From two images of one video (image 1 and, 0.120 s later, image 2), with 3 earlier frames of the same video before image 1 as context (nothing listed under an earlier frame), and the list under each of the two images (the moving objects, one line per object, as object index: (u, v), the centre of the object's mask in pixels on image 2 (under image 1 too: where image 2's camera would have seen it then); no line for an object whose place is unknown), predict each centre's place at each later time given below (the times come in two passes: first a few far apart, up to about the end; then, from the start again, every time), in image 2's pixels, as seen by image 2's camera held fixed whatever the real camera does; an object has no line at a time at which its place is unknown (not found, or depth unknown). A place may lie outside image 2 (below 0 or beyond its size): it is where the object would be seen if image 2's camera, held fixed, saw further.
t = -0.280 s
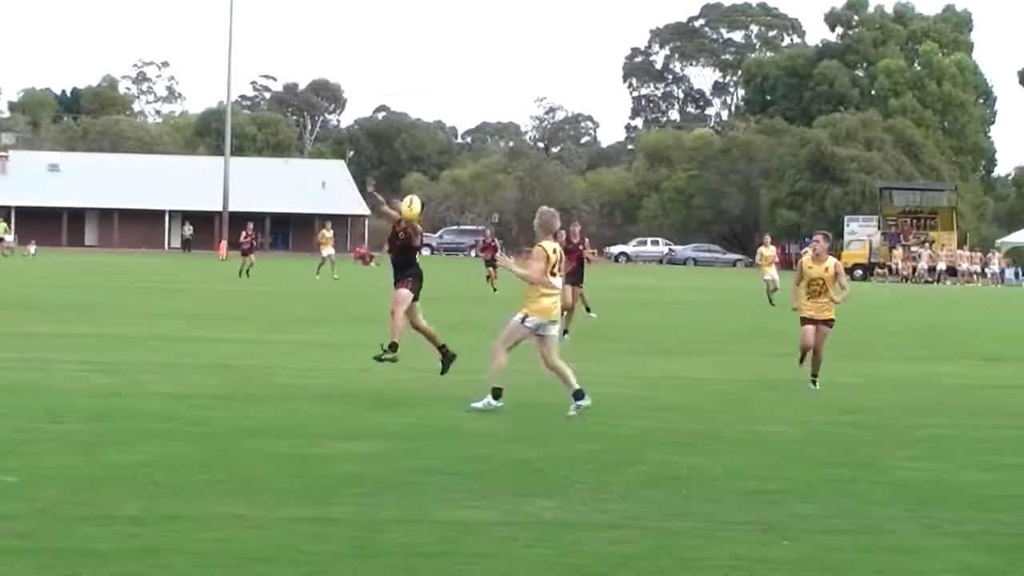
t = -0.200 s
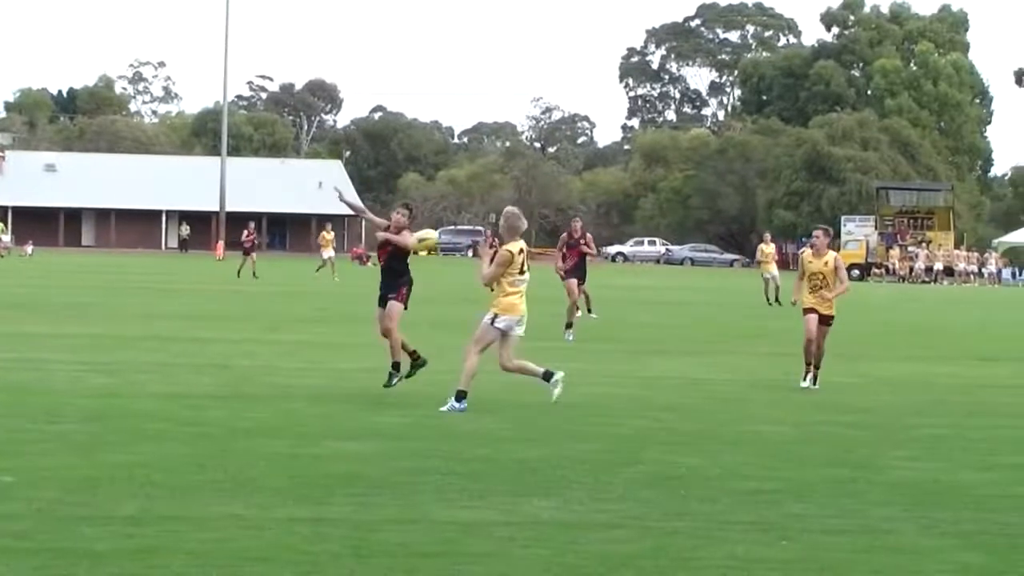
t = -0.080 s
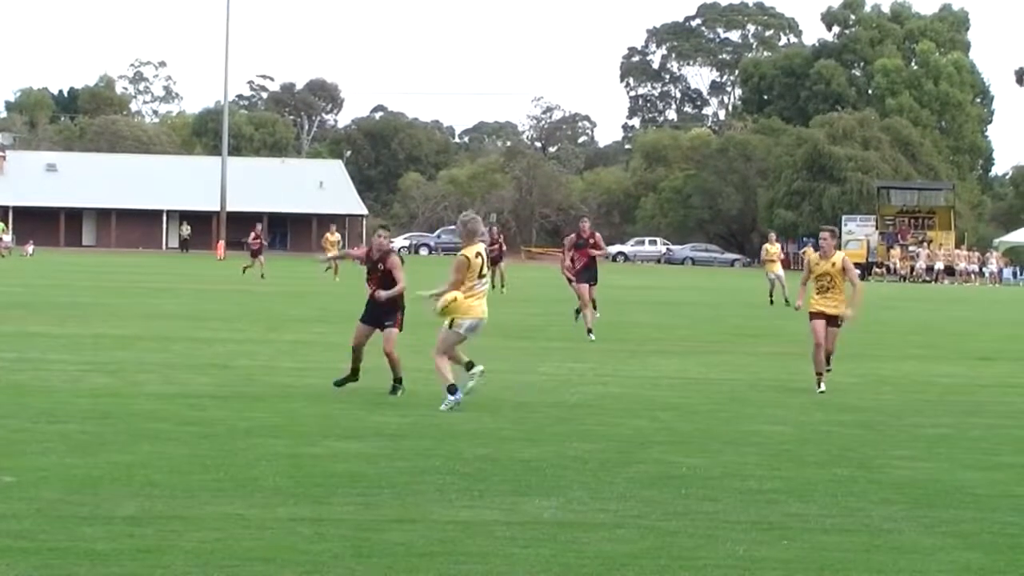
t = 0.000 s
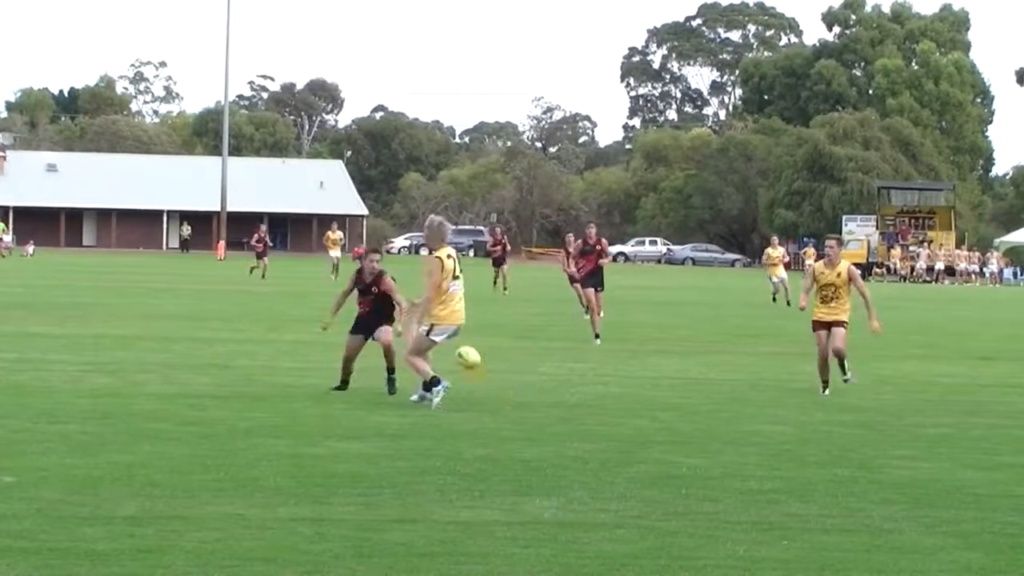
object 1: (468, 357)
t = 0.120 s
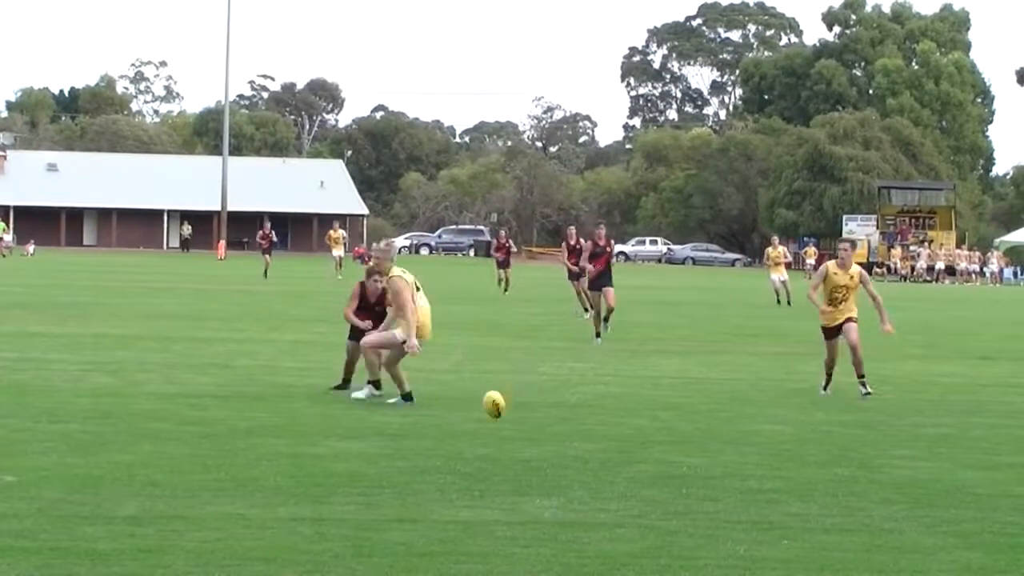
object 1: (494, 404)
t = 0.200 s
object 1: (509, 394)
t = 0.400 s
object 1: (547, 401)
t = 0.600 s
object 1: (588, 417)
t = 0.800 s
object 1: (629, 428)
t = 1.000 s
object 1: (662, 428)
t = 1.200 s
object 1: (684, 443)
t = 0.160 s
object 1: (502, 398)
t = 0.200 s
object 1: (509, 394)
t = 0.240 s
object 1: (516, 392)
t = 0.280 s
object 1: (525, 391)
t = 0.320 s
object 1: (532, 392)
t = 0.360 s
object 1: (540, 395)
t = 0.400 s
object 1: (547, 401)
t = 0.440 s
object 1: (555, 408)
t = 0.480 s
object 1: (564, 417)
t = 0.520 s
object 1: (570, 426)
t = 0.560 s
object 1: (579, 421)
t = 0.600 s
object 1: (588, 417)
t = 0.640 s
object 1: (595, 415)
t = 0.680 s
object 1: (604, 415)
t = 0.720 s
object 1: (612, 416)
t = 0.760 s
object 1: (620, 421)
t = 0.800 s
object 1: (629, 428)
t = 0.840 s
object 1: (638, 433)
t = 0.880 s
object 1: (646, 436)
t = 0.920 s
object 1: (652, 435)
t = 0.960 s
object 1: (657, 431)
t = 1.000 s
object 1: (662, 428)
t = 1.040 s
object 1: (666, 427)
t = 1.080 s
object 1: (671, 428)
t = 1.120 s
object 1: (675, 431)
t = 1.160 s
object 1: (679, 436)
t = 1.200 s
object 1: (684, 443)
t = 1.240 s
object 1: (688, 444)
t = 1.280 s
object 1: (694, 441)
